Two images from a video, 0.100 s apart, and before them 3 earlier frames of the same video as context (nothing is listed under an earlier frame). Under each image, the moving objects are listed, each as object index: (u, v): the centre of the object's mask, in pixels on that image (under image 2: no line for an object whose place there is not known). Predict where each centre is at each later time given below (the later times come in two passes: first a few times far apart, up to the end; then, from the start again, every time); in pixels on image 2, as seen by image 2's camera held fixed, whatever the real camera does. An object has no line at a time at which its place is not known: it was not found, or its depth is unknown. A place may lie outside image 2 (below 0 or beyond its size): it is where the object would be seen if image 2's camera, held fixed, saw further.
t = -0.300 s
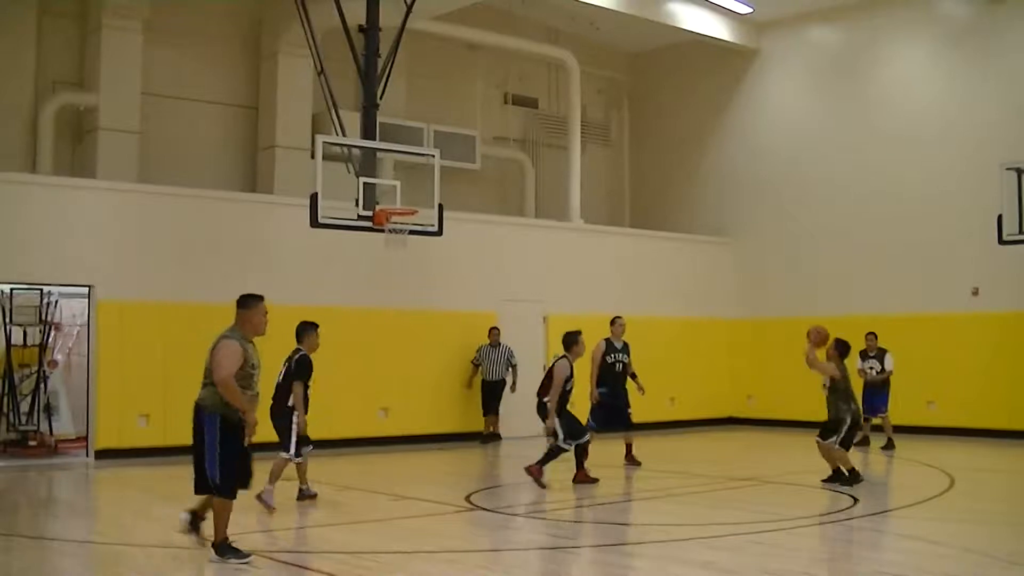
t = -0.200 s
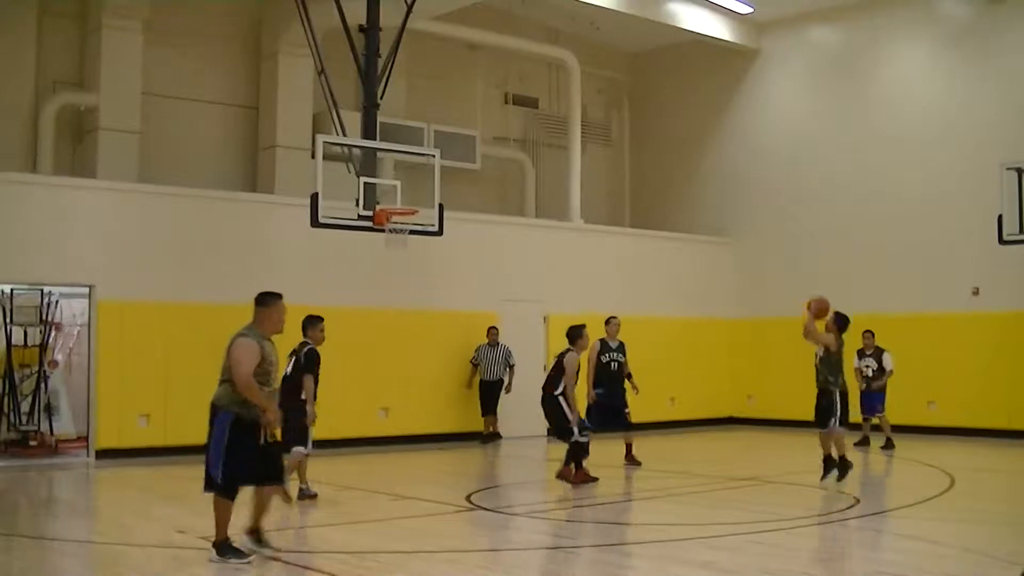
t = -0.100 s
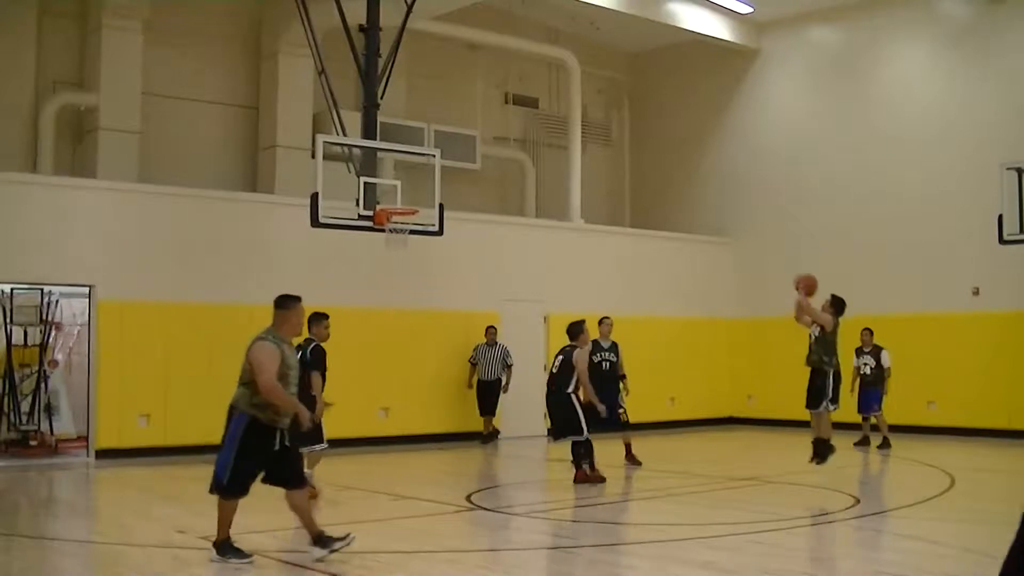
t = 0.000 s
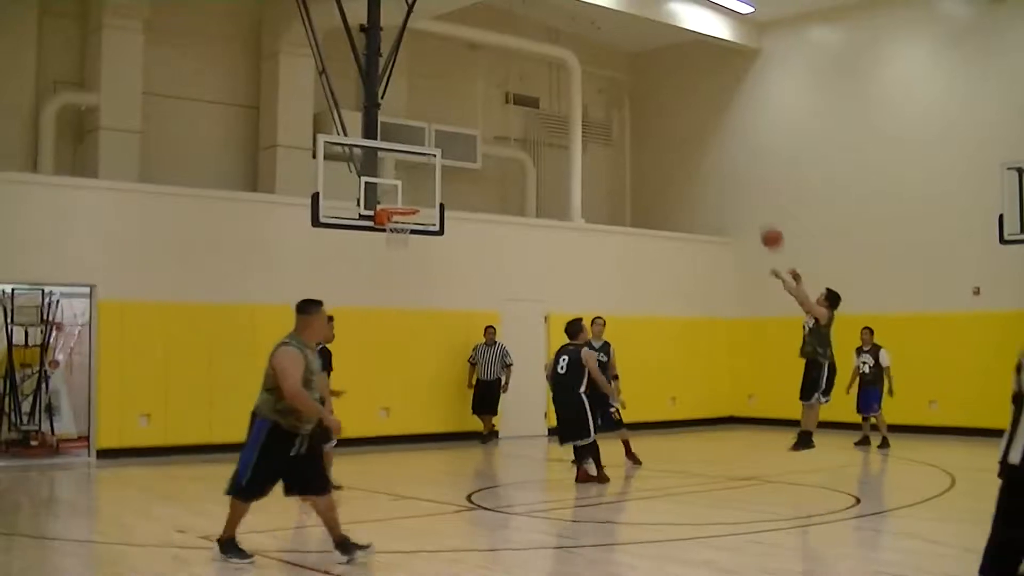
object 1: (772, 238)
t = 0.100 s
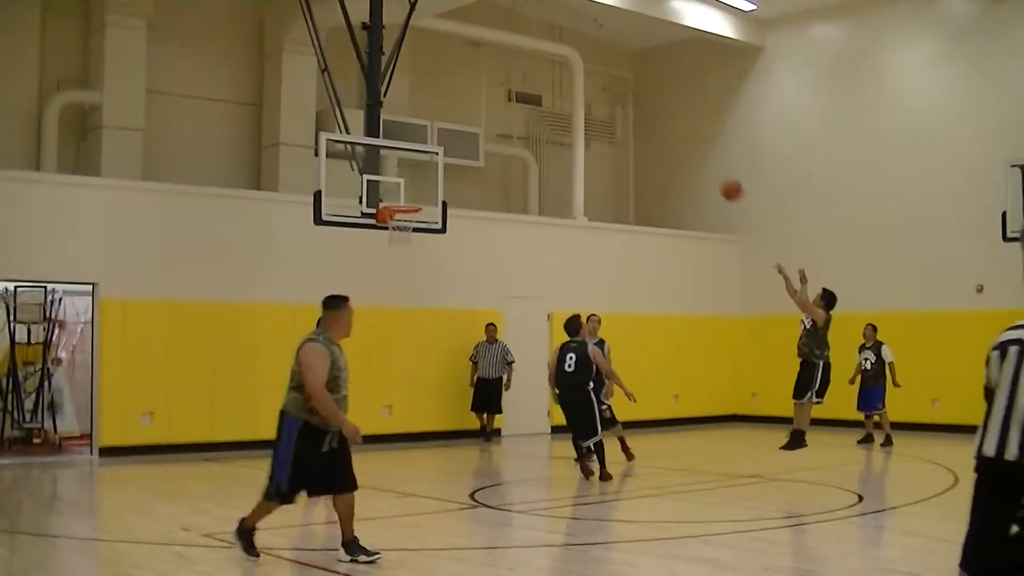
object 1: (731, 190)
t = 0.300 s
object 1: (651, 130)
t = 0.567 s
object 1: (549, 106)
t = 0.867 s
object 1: (443, 148)
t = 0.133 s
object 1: (718, 176)
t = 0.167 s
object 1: (704, 165)
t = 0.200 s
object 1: (690, 156)
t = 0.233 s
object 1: (676, 146)
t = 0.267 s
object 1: (663, 138)
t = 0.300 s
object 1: (651, 130)
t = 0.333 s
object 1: (636, 123)
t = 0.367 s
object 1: (624, 119)
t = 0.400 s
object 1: (610, 114)
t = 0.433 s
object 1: (597, 111)
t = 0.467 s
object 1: (585, 108)
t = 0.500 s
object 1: (573, 106)
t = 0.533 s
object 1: (560, 105)
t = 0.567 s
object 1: (549, 106)
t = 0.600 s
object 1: (536, 107)
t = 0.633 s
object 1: (525, 109)
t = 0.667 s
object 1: (513, 112)
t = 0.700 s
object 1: (501, 115)
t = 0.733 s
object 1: (489, 121)
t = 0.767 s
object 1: (478, 127)
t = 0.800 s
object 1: (467, 134)
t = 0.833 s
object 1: (455, 143)
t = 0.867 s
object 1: (443, 148)
